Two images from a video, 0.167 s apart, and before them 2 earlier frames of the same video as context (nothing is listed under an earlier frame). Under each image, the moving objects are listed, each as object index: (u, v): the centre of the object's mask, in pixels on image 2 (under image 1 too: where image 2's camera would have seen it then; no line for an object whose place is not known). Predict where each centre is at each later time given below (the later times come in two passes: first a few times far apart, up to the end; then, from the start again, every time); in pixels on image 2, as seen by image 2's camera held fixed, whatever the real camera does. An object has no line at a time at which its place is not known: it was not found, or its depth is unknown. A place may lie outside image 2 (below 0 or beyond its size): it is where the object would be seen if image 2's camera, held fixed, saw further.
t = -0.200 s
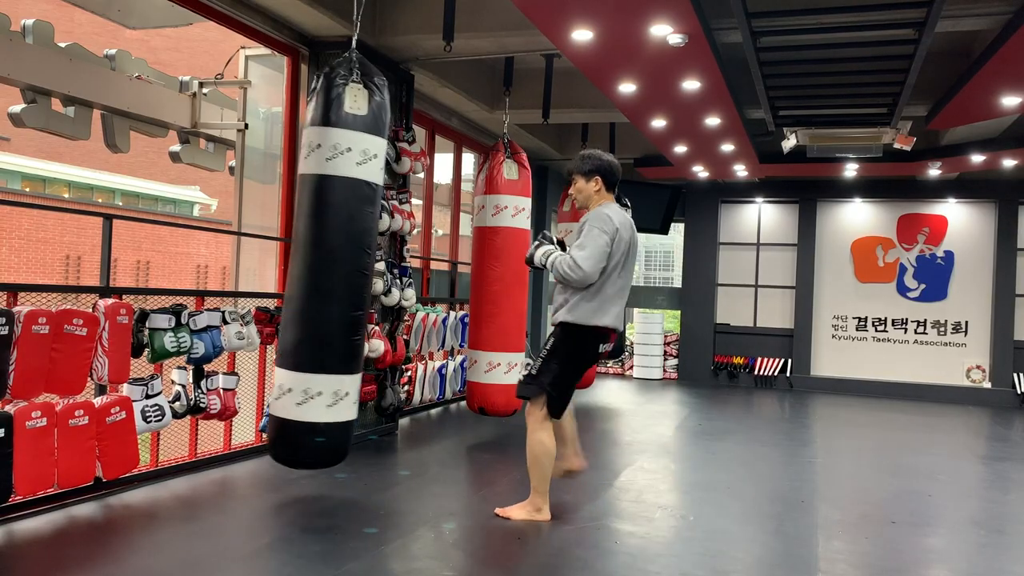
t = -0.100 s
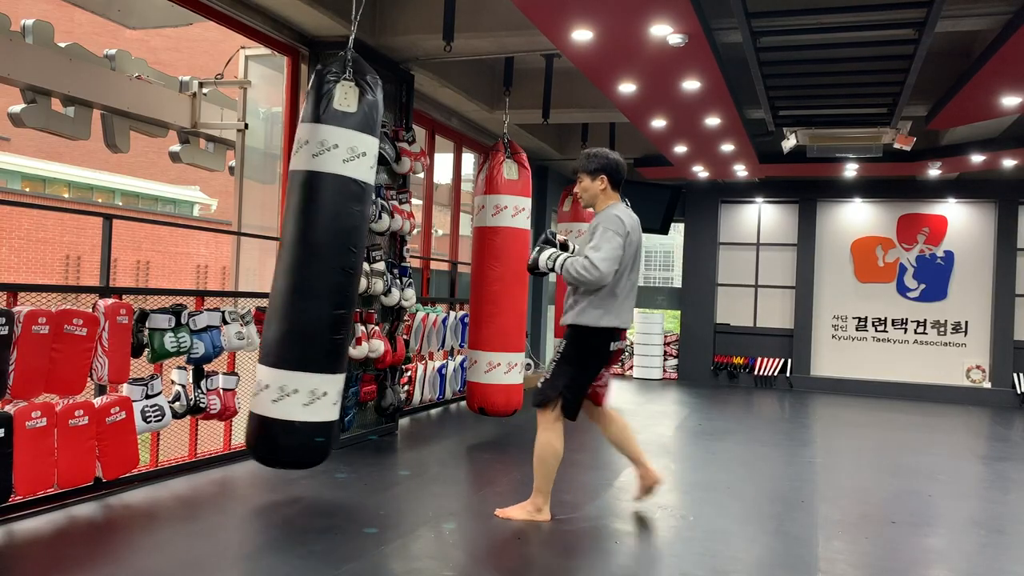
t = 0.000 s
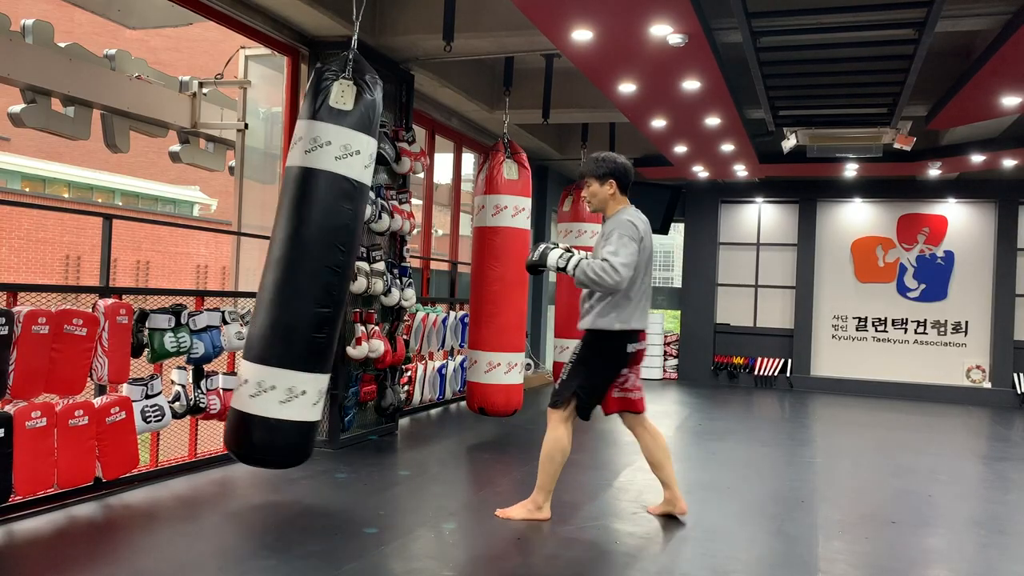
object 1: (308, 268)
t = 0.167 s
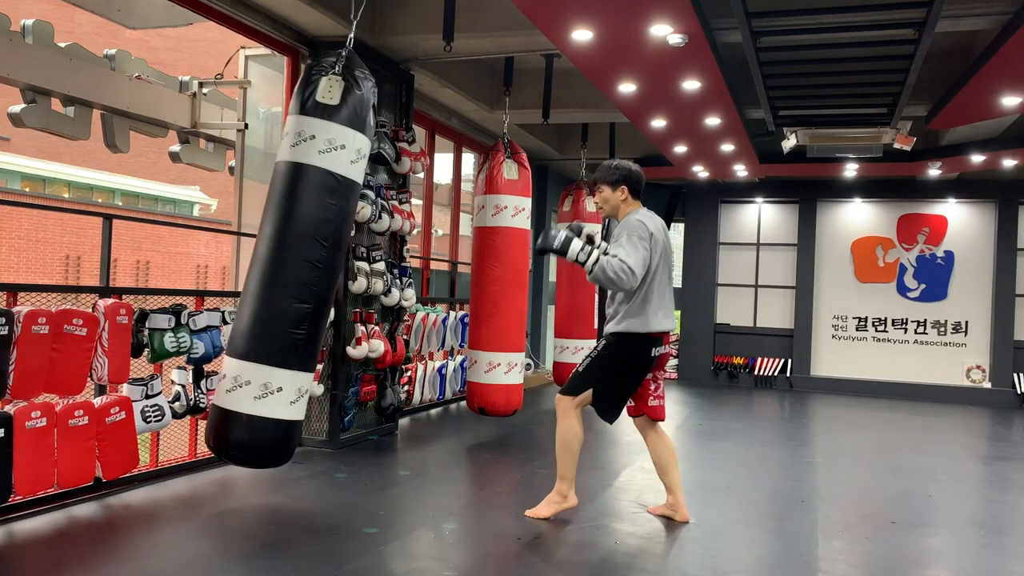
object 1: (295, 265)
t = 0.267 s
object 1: (292, 265)
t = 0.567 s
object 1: (306, 266)
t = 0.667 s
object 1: (316, 268)
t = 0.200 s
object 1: (293, 265)
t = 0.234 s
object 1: (292, 265)
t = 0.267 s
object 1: (292, 265)
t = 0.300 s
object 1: (292, 265)
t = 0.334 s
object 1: (293, 265)
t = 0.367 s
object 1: (294, 265)
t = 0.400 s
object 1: (295, 265)
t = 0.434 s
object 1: (296, 265)
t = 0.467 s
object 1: (298, 266)
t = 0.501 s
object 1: (300, 266)
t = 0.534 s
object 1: (303, 266)
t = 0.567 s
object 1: (306, 266)
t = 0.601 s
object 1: (309, 267)
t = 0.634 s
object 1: (312, 268)
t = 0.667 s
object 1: (316, 268)
